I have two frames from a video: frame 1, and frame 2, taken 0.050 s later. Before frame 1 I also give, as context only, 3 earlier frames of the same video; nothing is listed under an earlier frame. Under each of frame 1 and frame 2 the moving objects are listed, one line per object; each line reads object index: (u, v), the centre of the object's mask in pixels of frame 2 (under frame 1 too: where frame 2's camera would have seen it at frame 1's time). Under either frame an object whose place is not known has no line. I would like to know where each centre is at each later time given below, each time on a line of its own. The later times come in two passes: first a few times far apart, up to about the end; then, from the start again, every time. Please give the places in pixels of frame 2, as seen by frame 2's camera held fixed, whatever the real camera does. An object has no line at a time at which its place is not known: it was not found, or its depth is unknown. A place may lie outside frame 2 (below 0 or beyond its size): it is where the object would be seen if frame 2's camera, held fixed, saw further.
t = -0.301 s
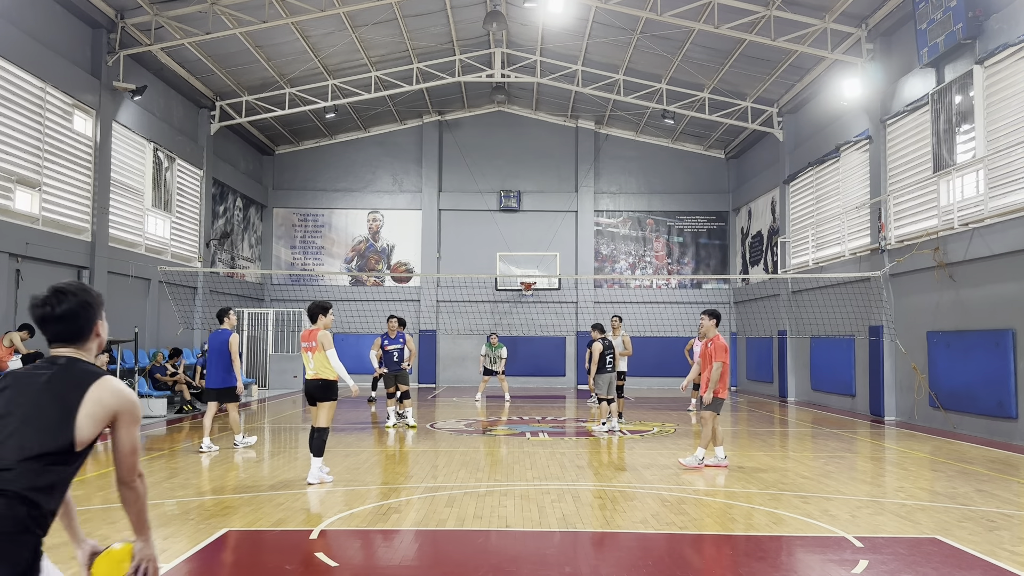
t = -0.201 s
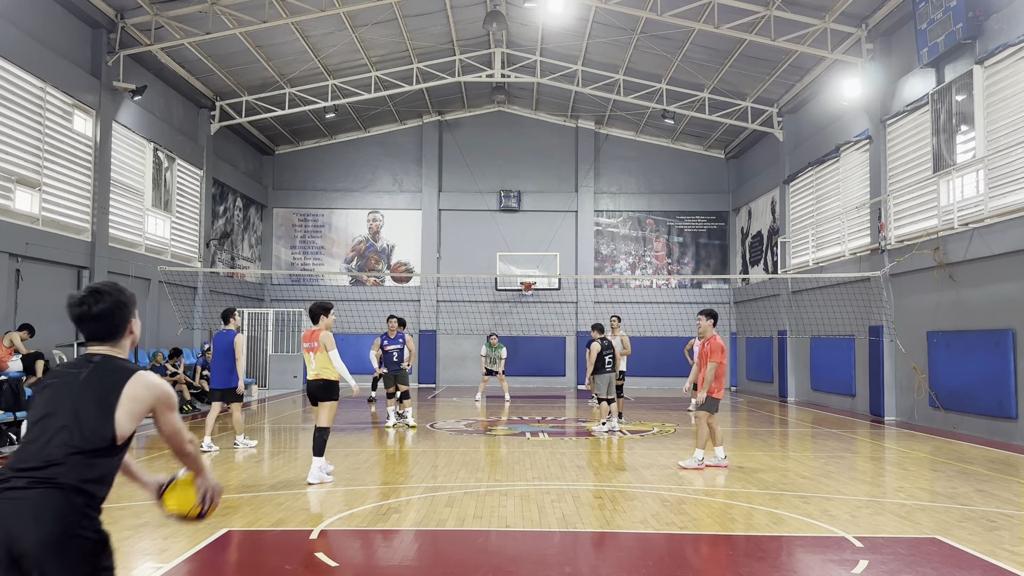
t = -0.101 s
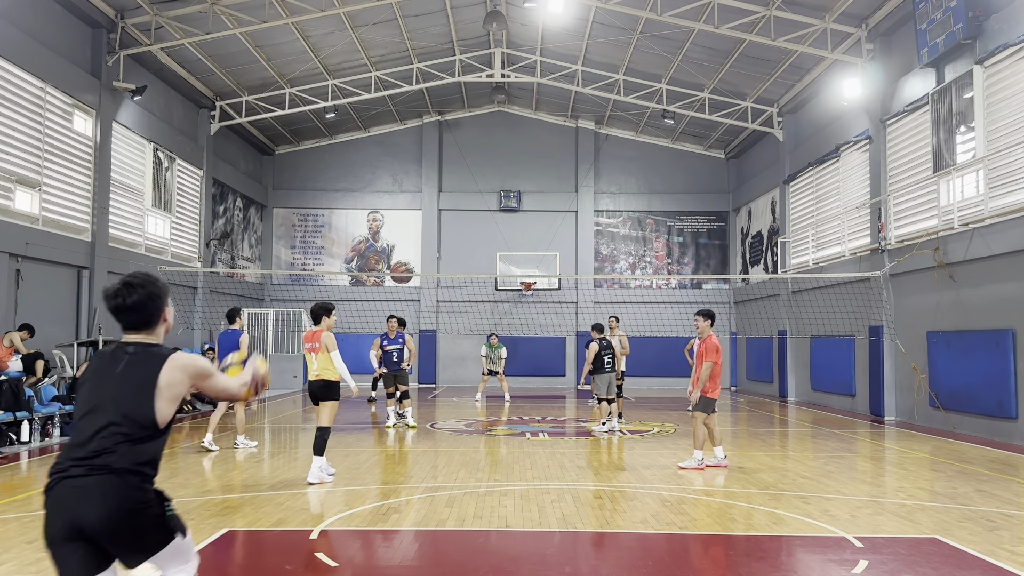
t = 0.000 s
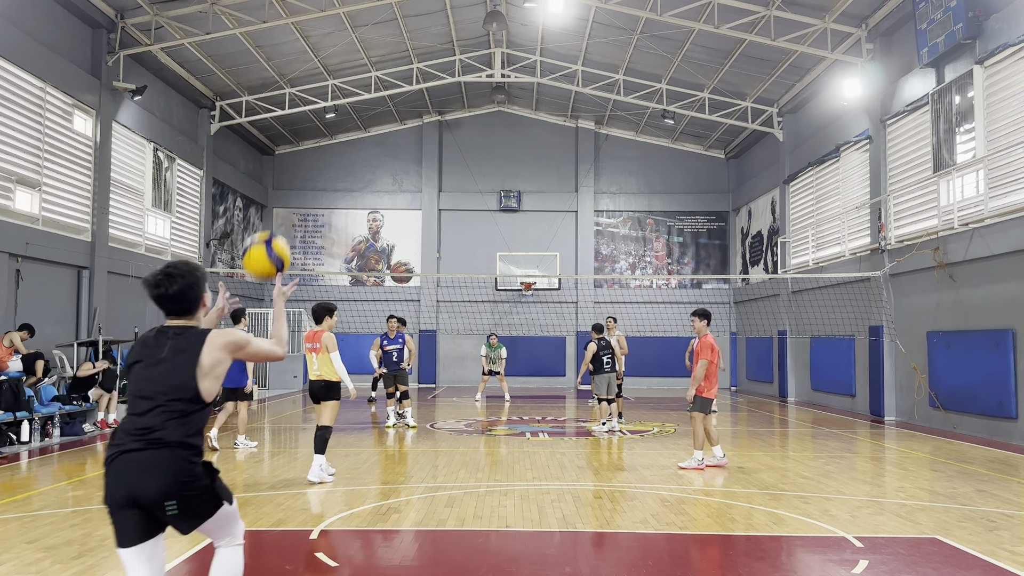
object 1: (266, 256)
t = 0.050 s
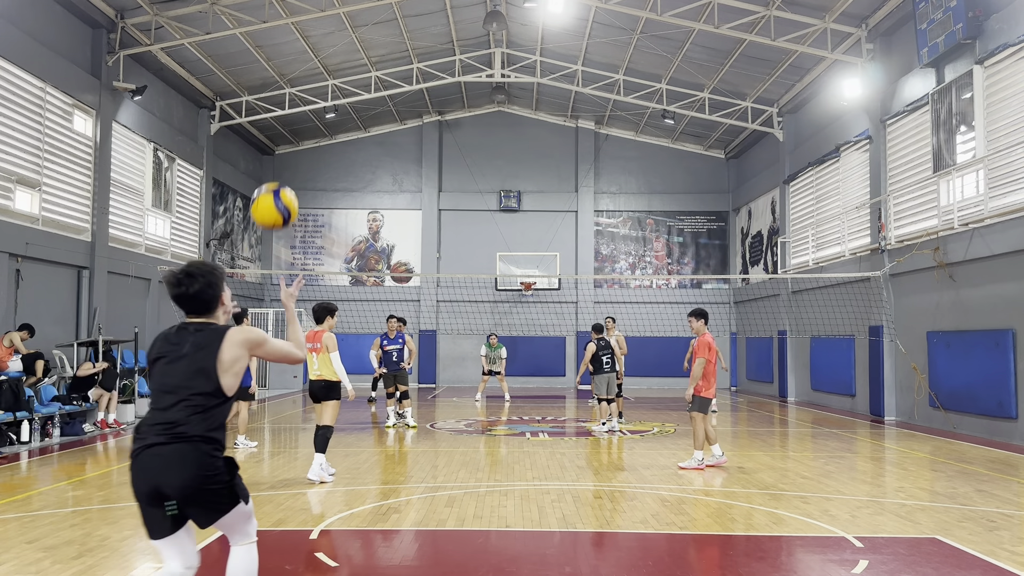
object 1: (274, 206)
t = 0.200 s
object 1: (294, 101)
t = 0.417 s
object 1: (318, 43)
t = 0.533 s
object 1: (329, 49)
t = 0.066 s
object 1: (277, 191)
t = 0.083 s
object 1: (279, 177)
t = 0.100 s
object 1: (281, 165)
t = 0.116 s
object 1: (284, 152)
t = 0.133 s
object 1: (286, 140)
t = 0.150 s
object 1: (288, 130)
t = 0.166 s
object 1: (290, 119)
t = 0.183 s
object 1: (292, 110)
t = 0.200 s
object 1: (294, 101)
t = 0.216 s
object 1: (296, 93)
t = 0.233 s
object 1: (299, 85)
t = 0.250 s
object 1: (300, 78)
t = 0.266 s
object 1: (302, 72)
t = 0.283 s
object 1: (304, 67)
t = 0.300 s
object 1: (306, 62)
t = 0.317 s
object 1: (308, 57)
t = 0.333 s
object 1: (310, 53)
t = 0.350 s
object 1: (311, 50)
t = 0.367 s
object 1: (313, 47)
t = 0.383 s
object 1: (315, 45)
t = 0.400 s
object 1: (317, 43)
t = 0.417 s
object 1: (318, 43)
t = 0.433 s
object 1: (320, 42)
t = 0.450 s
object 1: (321, 42)
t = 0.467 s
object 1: (323, 42)
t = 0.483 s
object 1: (325, 43)
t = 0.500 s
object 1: (326, 44)
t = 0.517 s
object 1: (328, 46)
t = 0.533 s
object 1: (329, 49)
